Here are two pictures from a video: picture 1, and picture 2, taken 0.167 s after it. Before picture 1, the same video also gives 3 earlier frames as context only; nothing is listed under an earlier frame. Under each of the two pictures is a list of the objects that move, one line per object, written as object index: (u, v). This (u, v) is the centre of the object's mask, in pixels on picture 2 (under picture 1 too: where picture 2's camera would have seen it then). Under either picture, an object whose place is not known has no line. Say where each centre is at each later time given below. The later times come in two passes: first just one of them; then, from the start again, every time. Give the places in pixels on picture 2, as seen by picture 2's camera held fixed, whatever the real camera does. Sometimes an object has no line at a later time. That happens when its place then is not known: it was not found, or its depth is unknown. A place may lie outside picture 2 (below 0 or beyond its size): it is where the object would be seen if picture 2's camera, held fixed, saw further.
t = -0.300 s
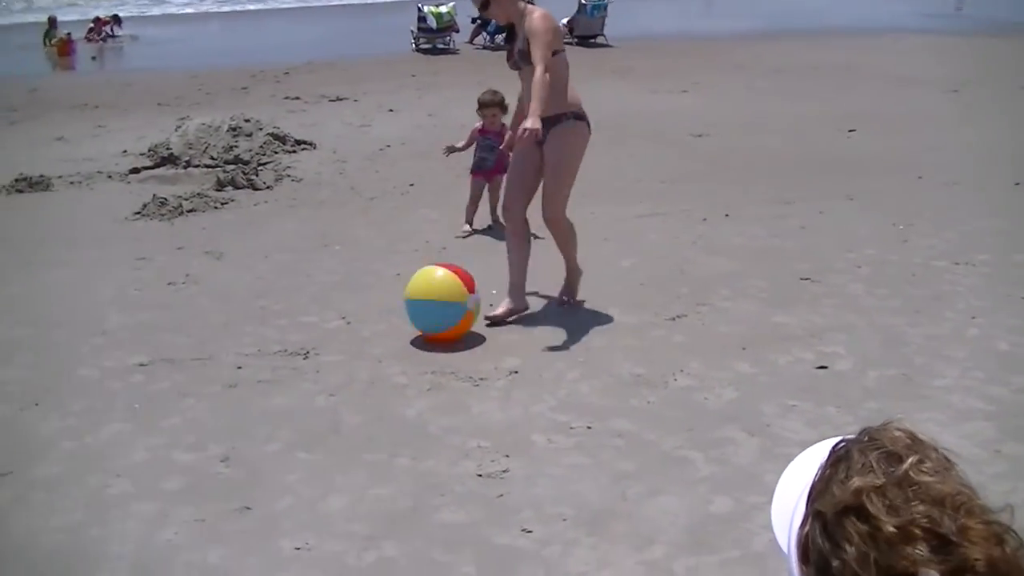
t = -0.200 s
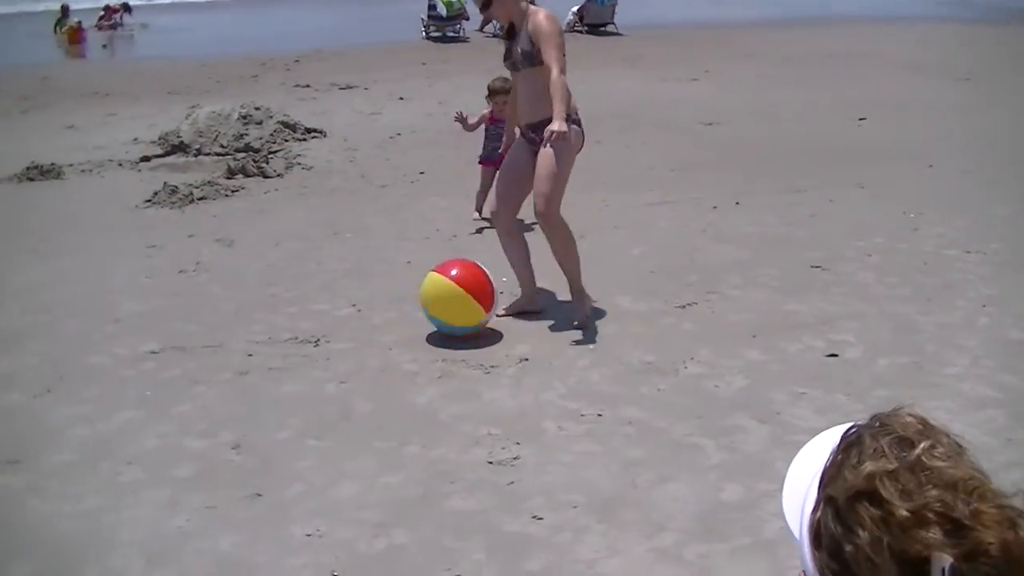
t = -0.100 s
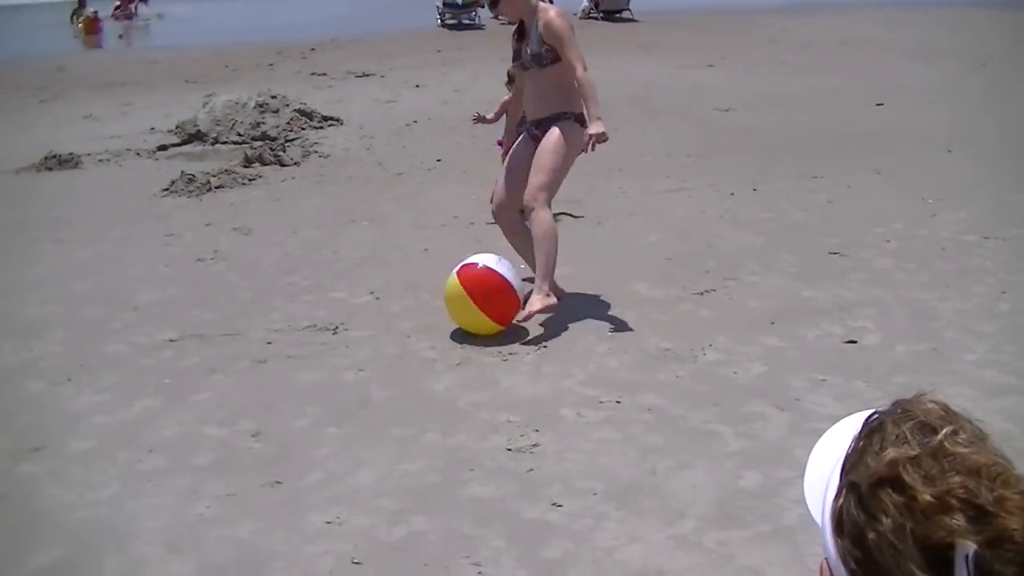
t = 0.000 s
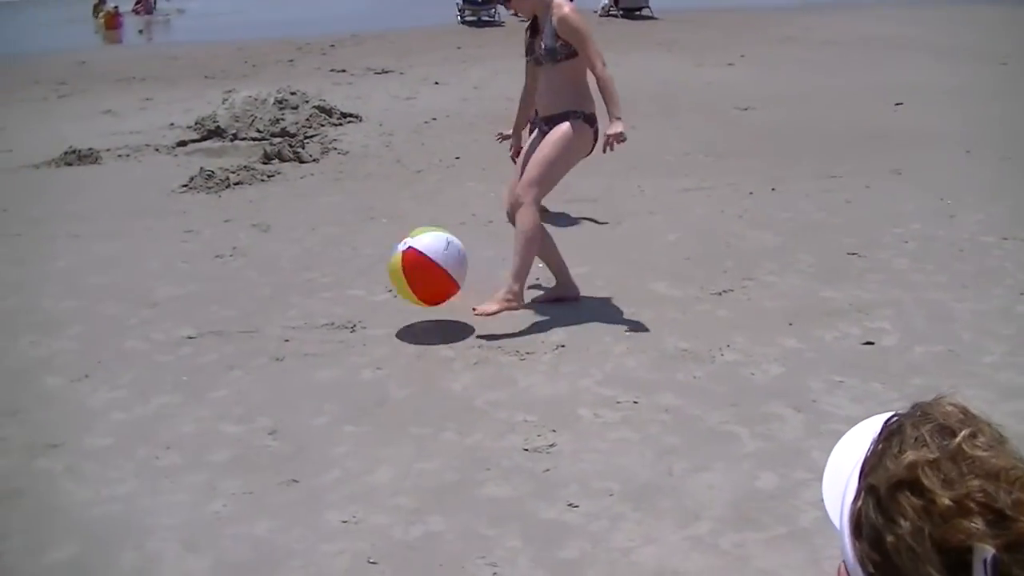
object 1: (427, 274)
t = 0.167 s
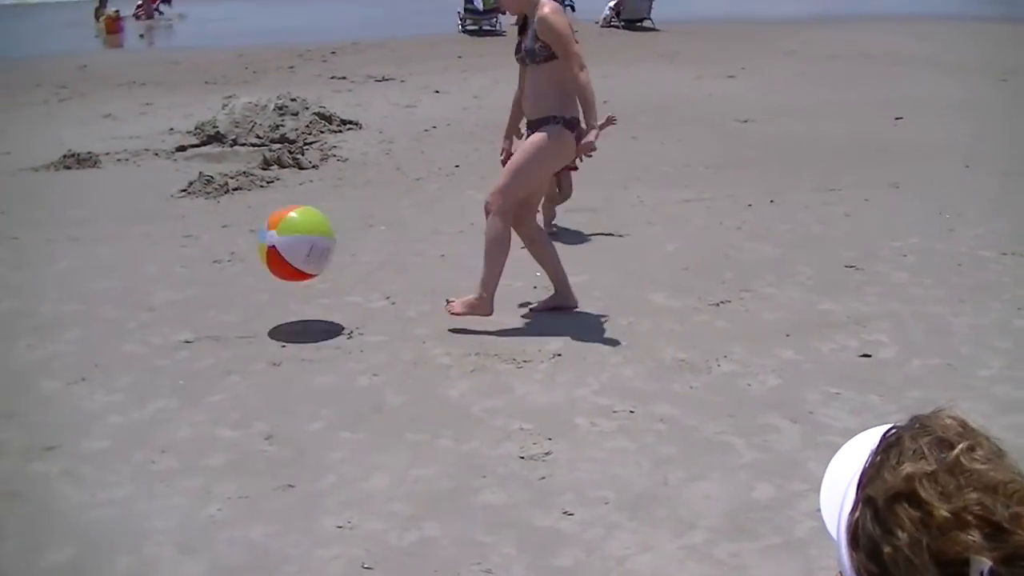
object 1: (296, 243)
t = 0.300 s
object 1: (234, 250)
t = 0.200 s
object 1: (277, 243)
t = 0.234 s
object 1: (261, 245)
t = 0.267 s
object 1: (247, 247)
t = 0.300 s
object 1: (234, 250)
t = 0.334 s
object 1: (222, 255)
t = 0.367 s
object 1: (209, 260)
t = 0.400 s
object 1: (199, 266)
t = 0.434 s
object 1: (189, 274)
